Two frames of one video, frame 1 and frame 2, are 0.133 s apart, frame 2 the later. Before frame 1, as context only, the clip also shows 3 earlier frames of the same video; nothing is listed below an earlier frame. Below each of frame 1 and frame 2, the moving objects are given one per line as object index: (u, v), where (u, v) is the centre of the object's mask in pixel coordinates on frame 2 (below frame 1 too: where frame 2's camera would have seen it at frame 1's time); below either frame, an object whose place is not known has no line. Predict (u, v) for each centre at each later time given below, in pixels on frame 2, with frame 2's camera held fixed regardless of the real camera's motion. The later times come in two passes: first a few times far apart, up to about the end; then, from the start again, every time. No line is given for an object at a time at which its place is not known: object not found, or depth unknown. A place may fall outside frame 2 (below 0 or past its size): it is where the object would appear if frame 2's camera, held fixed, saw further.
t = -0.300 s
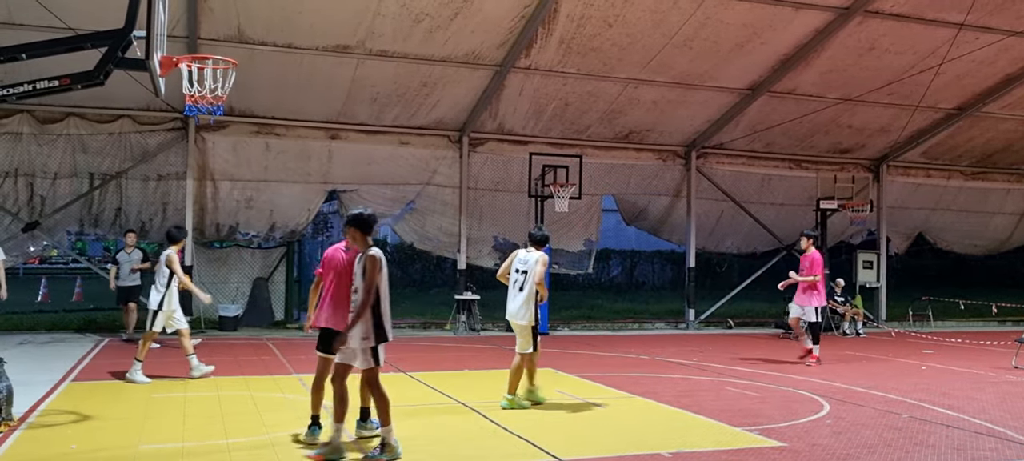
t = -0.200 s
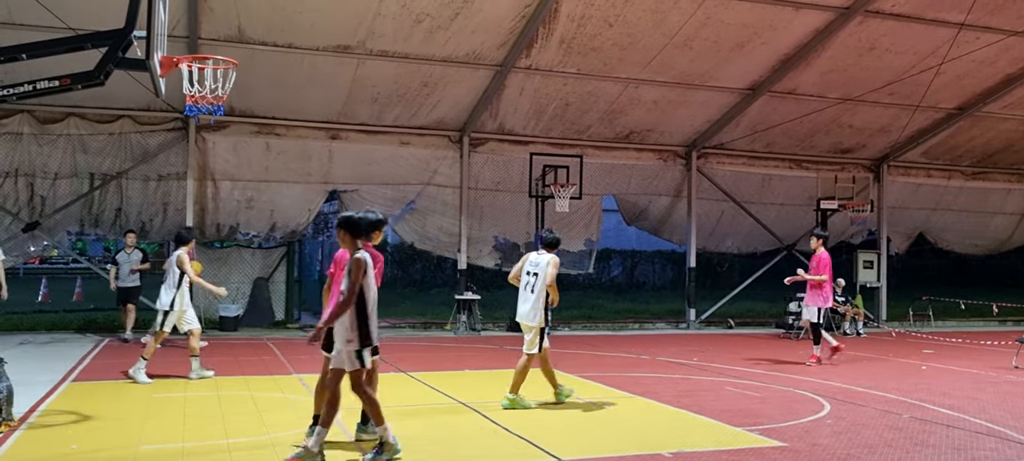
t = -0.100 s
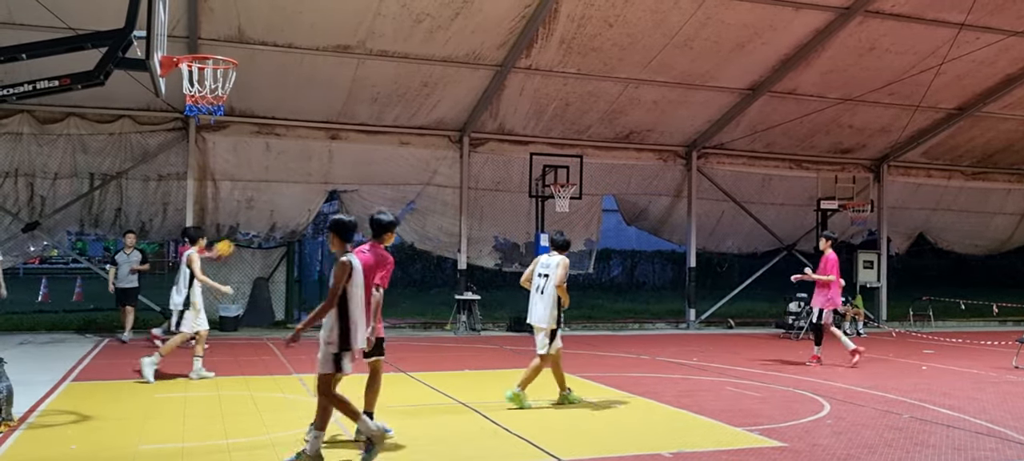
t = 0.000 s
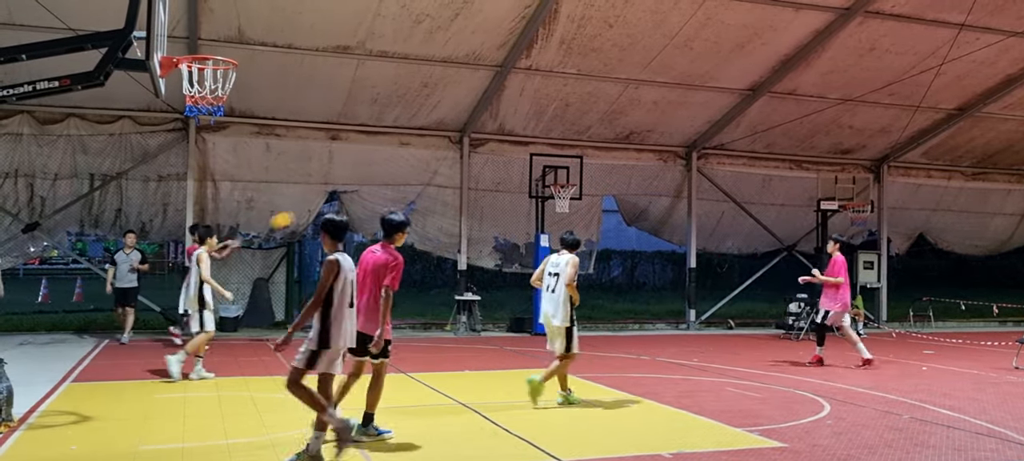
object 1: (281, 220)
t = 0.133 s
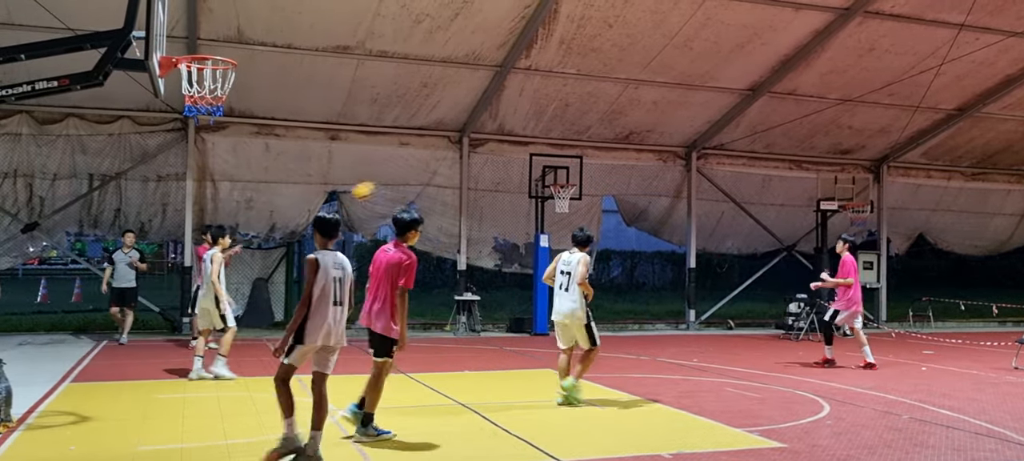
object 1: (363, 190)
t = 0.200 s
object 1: (407, 179)
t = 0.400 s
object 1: (534, 169)
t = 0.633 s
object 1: (689, 192)
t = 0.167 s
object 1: (385, 184)
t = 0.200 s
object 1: (407, 179)
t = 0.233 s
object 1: (427, 176)
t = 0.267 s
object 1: (448, 172)
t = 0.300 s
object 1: (470, 170)
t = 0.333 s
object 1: (493, 169)
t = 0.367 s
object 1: (513, 168)
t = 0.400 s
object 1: (534, 169)
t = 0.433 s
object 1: (555, 170)
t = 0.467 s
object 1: (579, 171)
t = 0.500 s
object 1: (600, 174)
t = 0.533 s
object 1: (621, 177)
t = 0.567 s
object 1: (643, 180)
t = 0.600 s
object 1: (666, 185)
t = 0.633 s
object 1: (689, 192)
